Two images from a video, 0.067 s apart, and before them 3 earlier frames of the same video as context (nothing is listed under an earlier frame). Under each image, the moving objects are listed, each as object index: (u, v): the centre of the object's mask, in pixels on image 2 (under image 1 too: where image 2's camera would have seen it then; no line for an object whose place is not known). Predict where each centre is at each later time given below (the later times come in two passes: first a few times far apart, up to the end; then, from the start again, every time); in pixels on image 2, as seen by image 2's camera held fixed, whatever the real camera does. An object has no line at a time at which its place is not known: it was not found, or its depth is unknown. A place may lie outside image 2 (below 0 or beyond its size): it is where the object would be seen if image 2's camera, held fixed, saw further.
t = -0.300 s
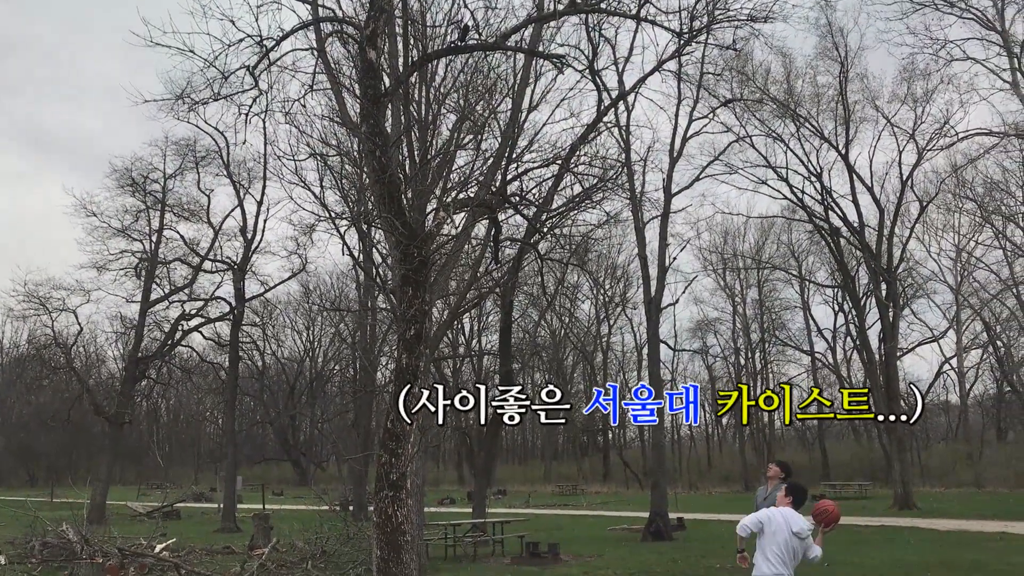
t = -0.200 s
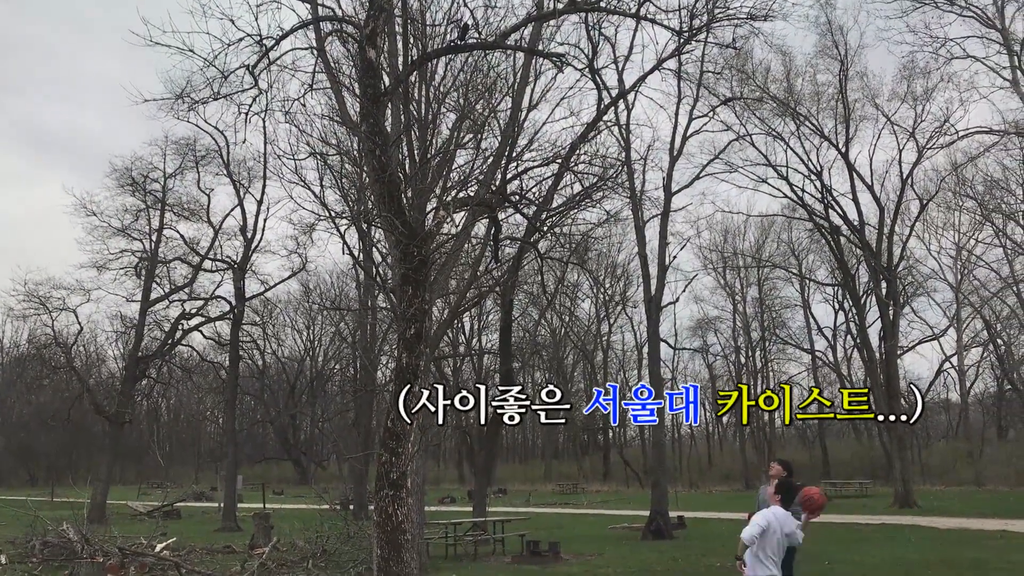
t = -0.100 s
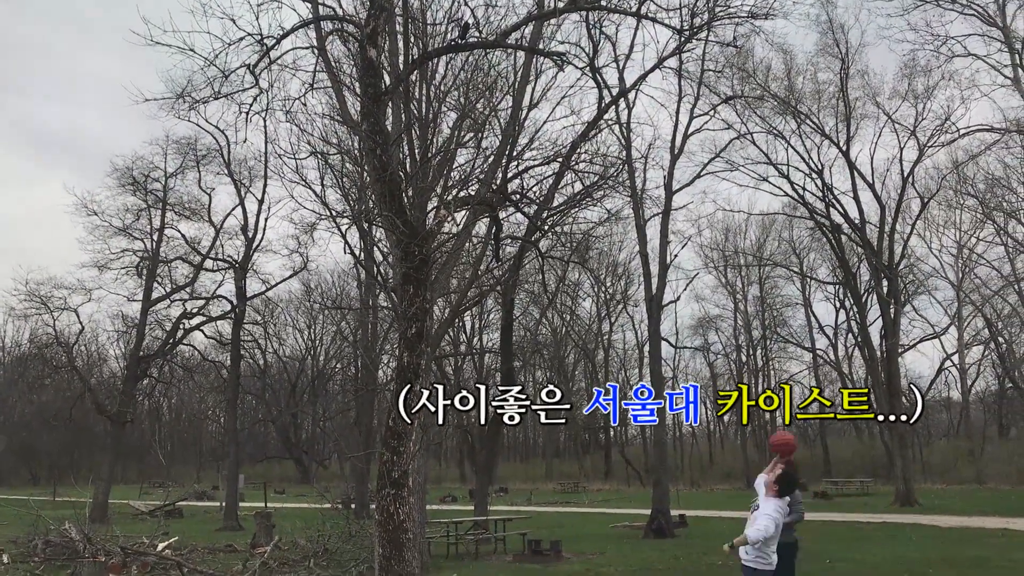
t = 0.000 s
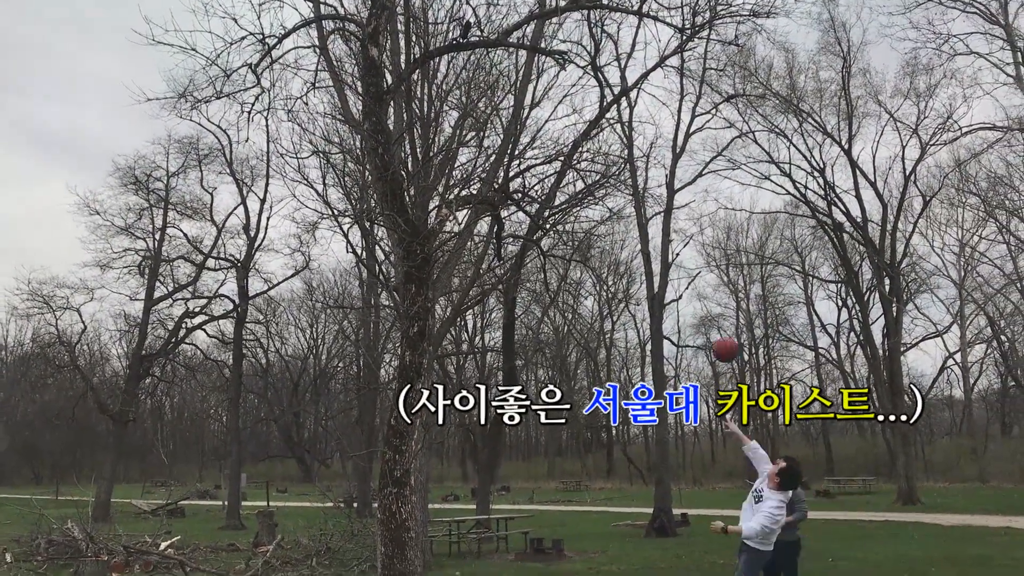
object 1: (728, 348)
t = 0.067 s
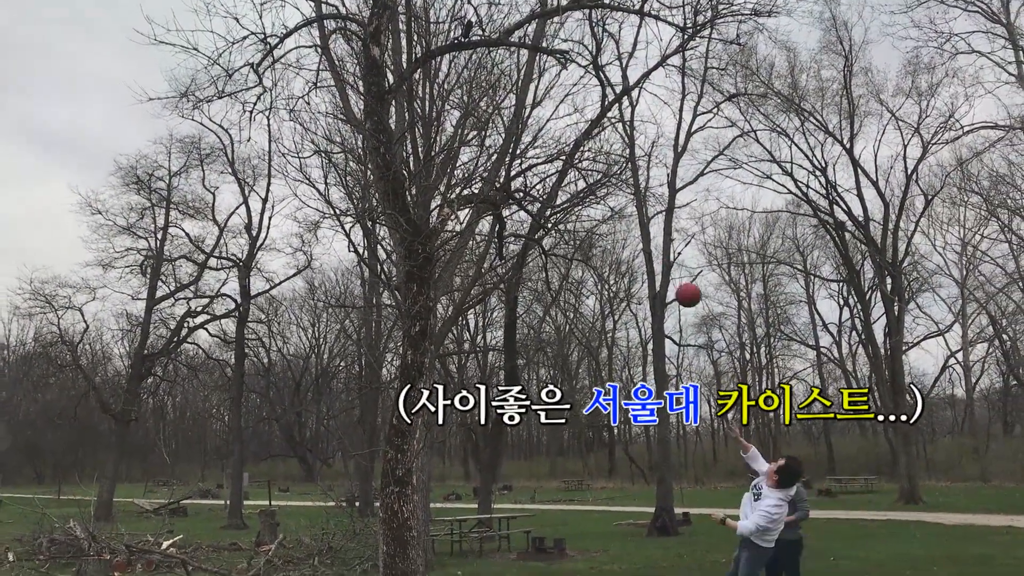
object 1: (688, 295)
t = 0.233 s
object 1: (600, 190)
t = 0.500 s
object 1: (478, 86)
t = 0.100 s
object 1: (669, 270)
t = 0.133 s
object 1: (652, 248)
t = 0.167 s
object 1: (634, 227)
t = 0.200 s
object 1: (616, 208)
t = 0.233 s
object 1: (600, 190)
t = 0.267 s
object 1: (583, 173)
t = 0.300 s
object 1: (567, 157)
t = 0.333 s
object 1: (552, 143)
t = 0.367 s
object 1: (536, 129)
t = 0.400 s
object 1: (521, 117)
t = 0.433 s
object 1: (506, 106)
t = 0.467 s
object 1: (492, 95)
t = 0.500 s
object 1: (478, 86)
